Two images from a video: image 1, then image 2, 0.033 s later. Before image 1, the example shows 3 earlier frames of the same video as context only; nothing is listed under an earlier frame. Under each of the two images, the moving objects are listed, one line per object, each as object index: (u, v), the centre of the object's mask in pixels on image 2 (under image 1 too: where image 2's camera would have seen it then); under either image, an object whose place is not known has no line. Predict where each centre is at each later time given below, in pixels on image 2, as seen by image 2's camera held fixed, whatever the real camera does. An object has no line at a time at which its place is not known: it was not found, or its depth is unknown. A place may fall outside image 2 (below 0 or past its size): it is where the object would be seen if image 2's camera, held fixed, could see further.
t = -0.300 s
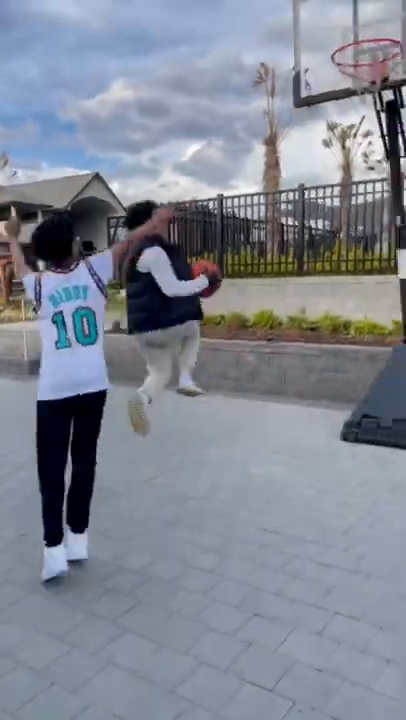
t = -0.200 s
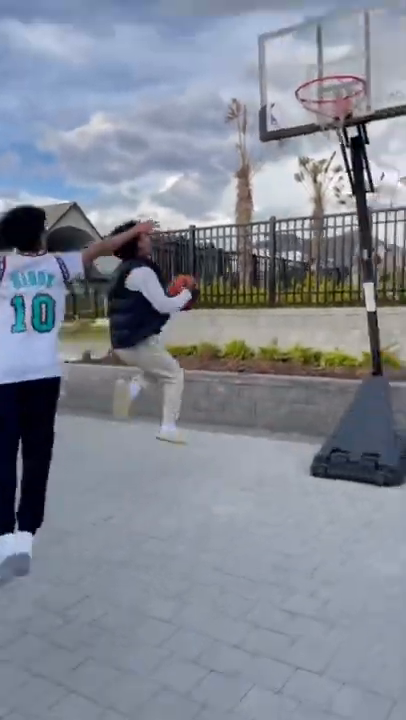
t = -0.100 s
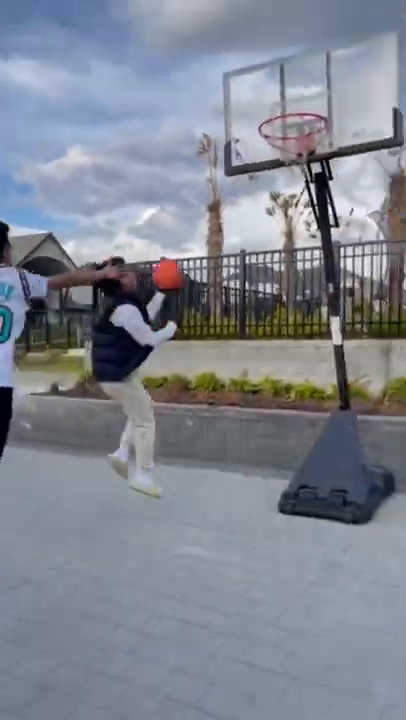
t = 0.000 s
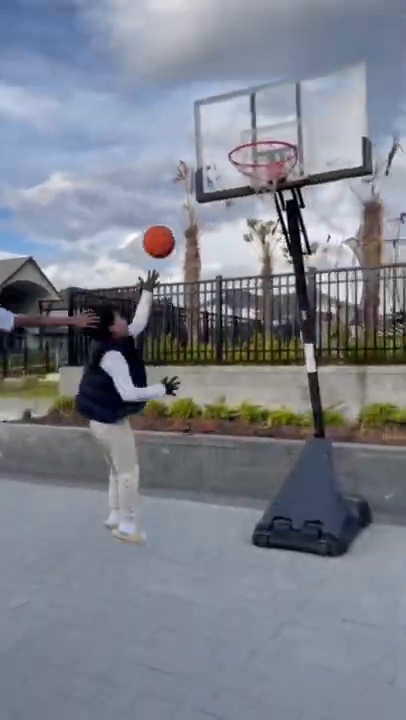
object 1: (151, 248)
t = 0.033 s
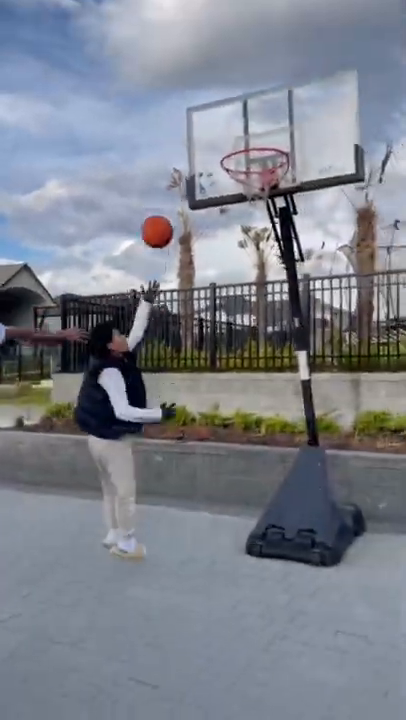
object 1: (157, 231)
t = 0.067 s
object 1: (162, 216)
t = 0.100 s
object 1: (168, 202)
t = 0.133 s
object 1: (173, 190)
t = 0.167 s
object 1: (179, 179)
